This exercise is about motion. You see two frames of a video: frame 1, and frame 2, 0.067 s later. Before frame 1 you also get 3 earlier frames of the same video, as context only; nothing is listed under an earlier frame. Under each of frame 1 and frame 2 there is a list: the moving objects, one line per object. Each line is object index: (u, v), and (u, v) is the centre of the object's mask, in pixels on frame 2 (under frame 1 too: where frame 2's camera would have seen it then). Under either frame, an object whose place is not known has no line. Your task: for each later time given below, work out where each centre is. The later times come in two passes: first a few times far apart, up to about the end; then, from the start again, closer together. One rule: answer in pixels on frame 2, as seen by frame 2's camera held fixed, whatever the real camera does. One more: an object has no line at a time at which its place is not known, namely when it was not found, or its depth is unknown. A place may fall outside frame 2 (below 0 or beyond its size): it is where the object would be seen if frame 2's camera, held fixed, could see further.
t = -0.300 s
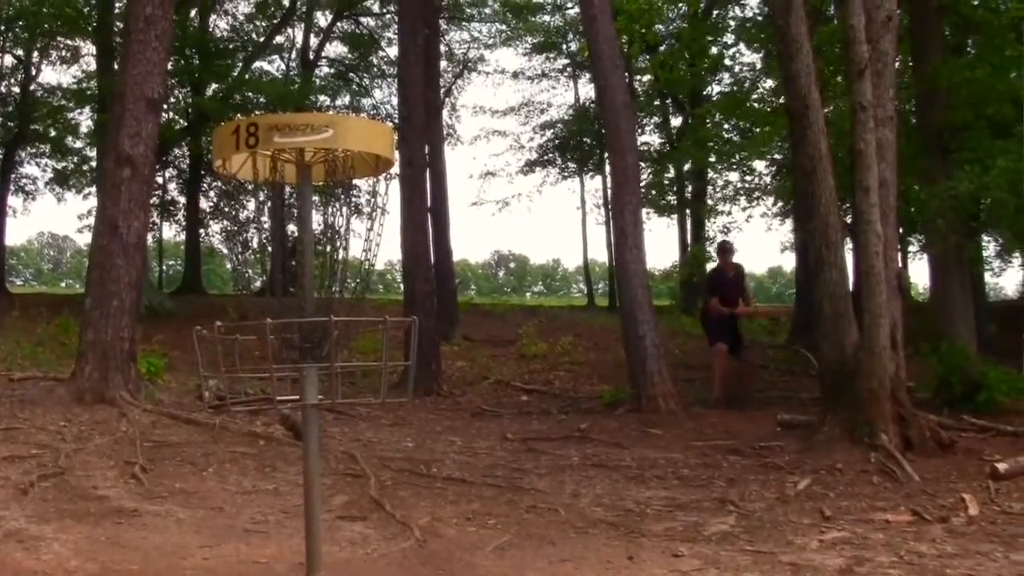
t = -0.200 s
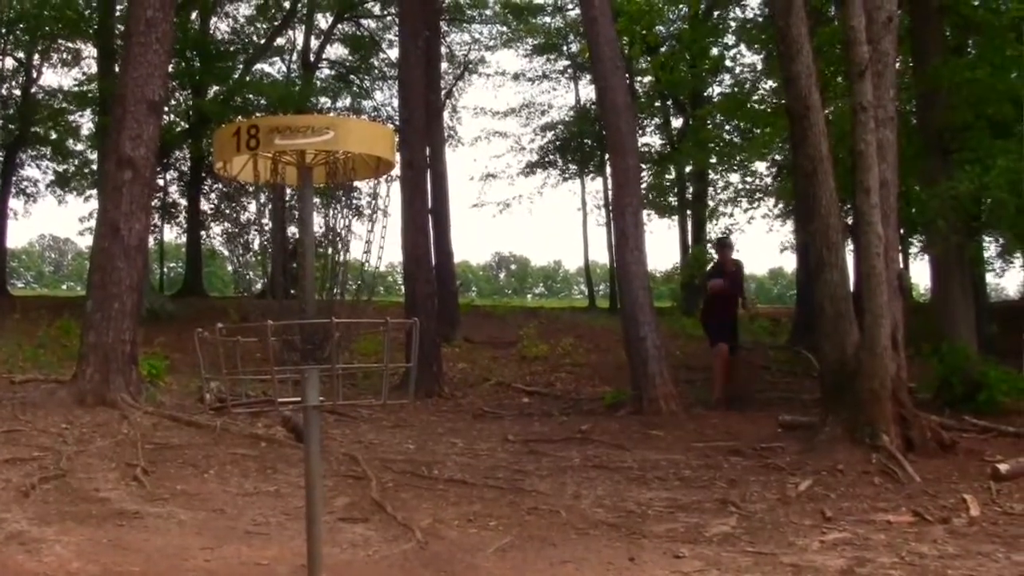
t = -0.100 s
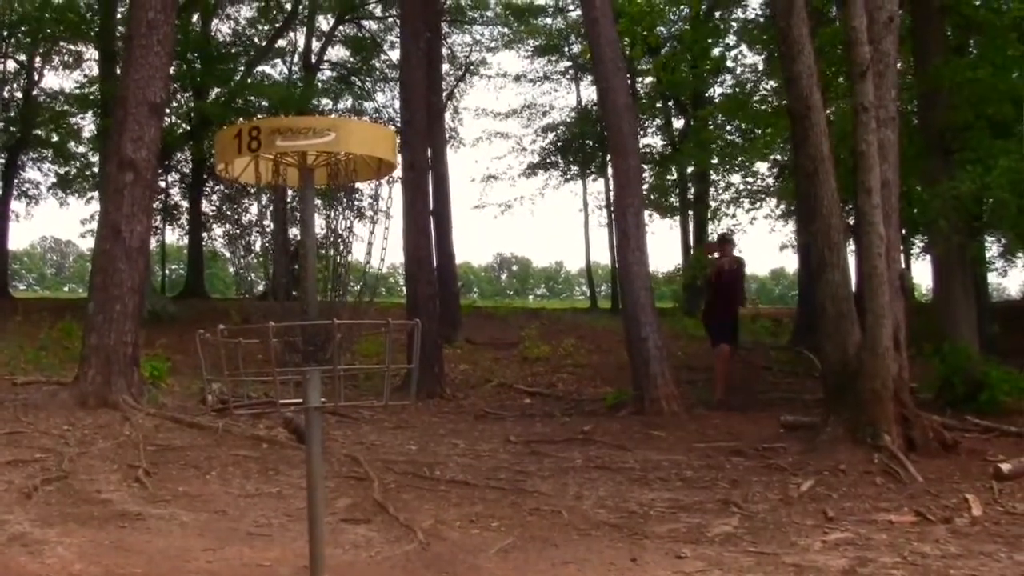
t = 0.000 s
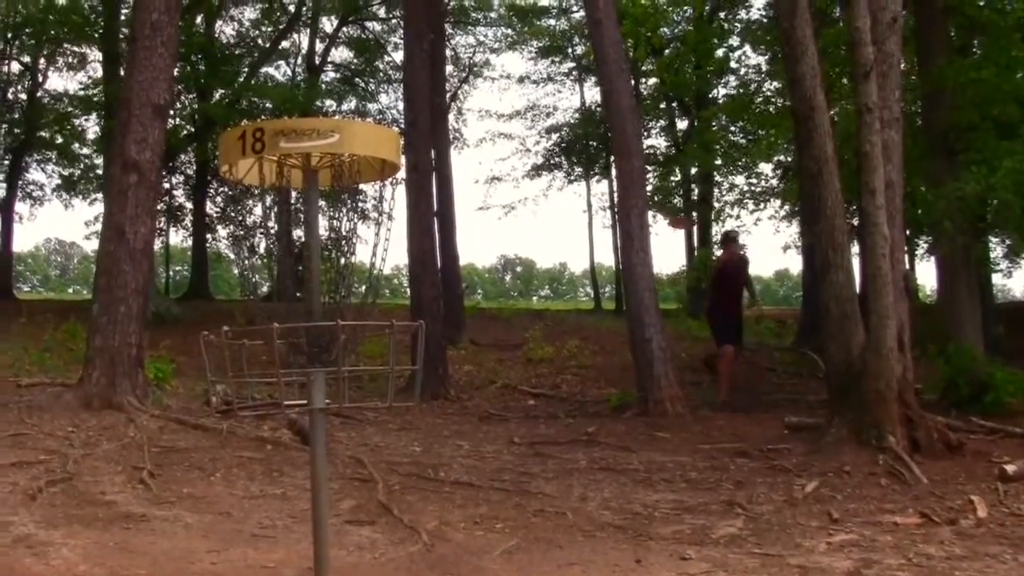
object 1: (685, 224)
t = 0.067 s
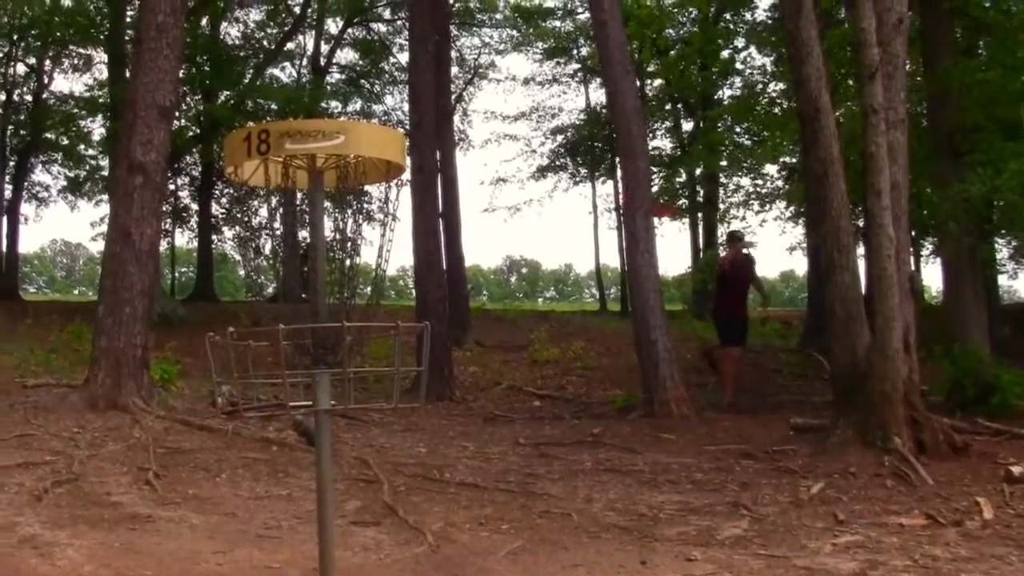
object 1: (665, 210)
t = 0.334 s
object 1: (509, 187)
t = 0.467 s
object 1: (377, 203)
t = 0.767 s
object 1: (328, 261)
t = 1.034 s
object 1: (342, 331)
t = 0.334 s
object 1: (509, 187)
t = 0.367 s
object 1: (482, 189)
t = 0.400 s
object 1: (452, 193)
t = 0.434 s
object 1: (415, 197)
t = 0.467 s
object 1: (377, 203)
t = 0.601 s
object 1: (329, 237)
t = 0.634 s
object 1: (327, 237)
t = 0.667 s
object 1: (324, 240)
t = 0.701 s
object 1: (325, 244)
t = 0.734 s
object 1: (325, 251)
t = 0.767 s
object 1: (328, 261)
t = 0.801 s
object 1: (330, 275)
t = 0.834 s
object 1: (333, 290)
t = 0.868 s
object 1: (337, 291)
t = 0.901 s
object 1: (331, 294)
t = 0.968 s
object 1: (345, 340)
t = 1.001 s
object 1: (339, 323)
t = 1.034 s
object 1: (342, 331)
